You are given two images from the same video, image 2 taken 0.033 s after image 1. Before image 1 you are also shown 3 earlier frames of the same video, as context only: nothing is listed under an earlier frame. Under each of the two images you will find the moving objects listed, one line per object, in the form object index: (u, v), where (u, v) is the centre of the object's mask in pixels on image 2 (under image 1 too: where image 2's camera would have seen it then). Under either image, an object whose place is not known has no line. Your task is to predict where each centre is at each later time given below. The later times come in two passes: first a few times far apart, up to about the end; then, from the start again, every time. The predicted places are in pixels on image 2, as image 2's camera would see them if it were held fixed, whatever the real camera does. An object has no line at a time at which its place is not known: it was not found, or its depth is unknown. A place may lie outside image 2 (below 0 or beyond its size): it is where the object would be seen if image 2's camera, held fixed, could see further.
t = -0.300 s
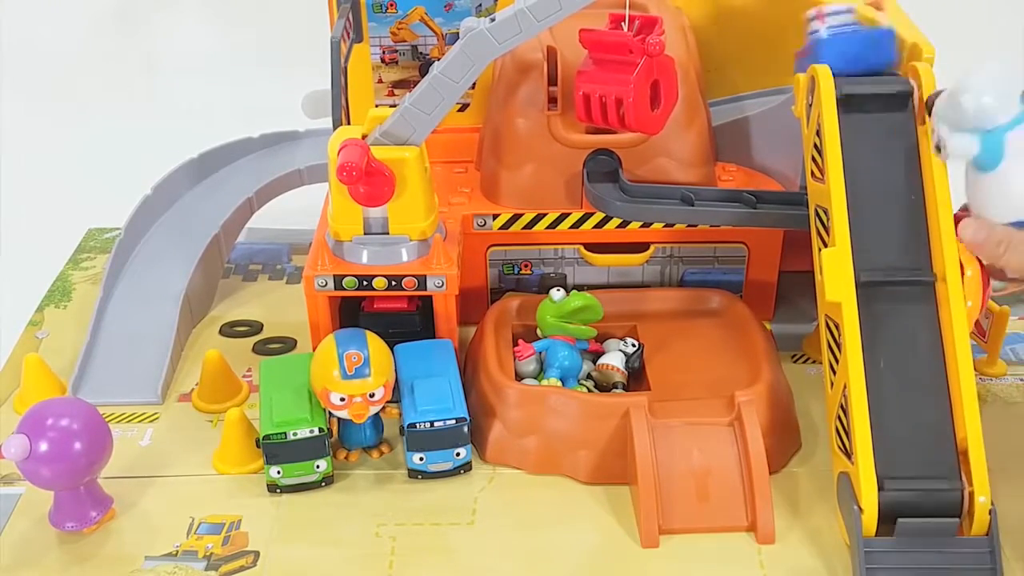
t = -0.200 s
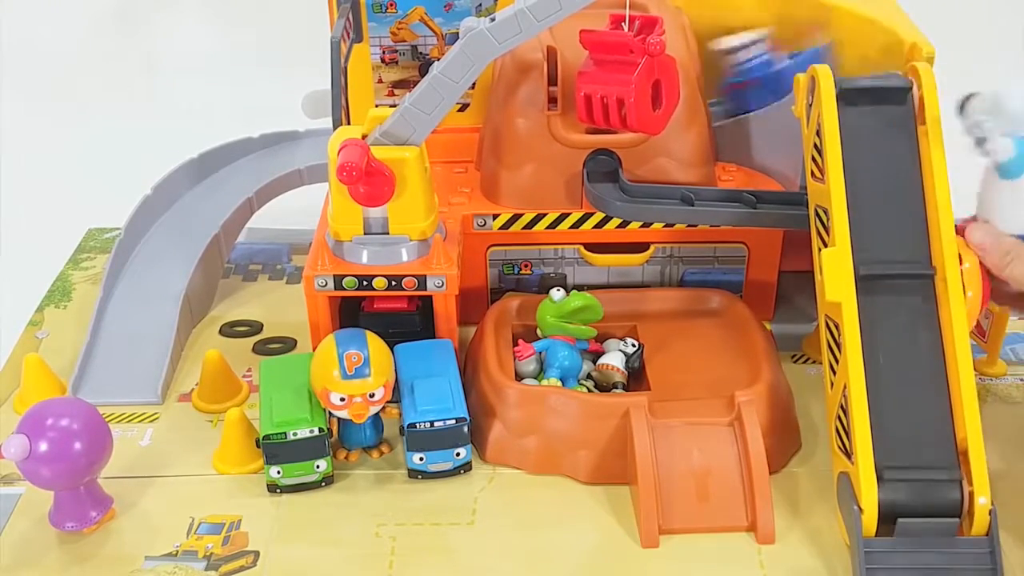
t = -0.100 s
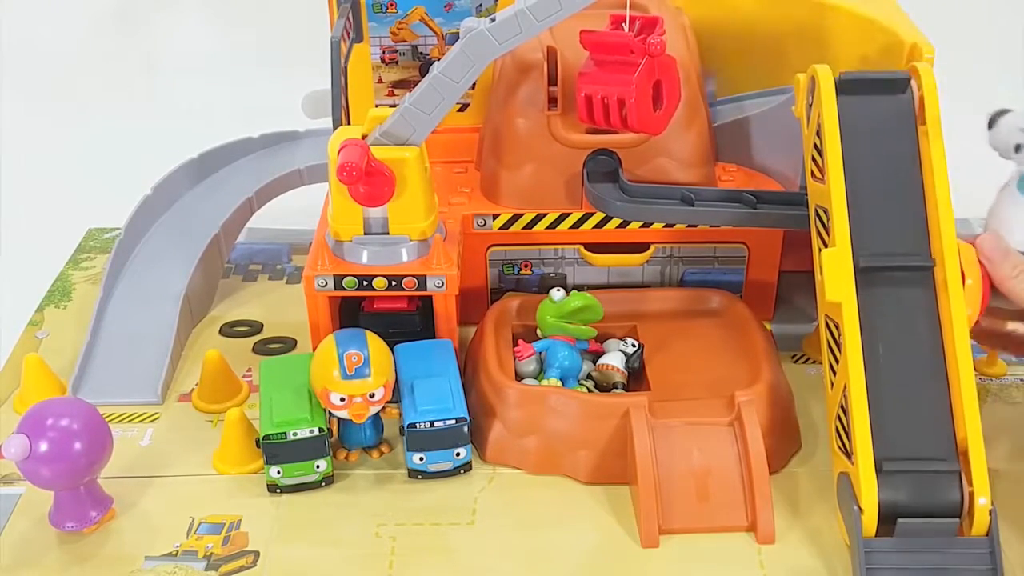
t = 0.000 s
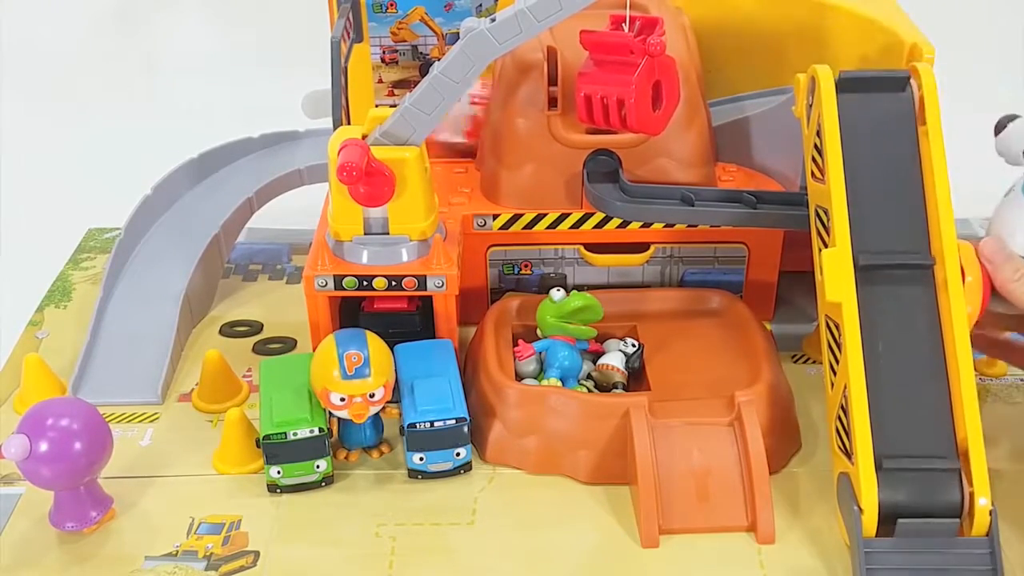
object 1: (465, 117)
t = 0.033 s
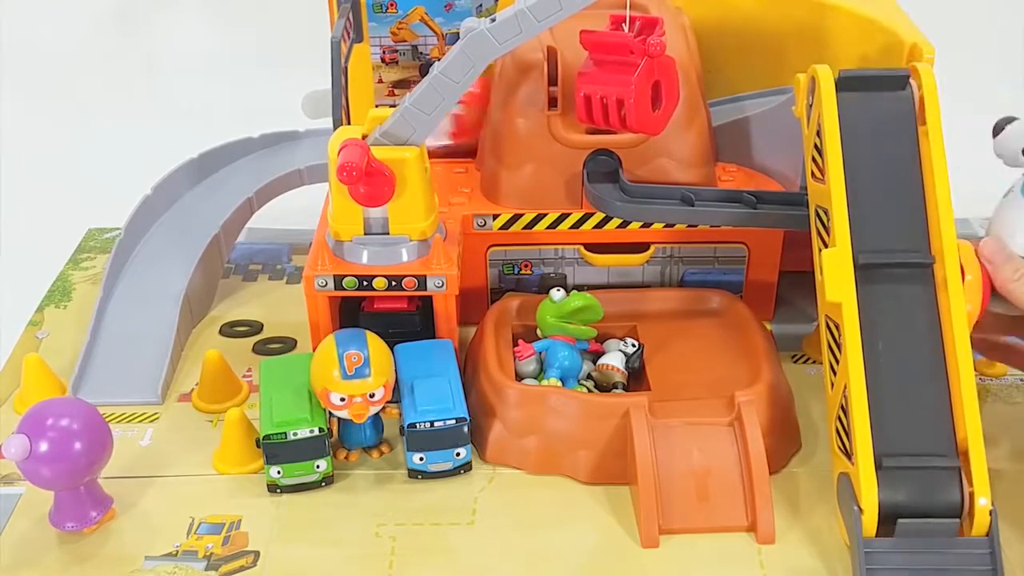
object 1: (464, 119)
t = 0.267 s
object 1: (331, 111)
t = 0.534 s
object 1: (279, 128)
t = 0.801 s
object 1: (202, 174)
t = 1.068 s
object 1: (97, 367)
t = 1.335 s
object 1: (81, 403)
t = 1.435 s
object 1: (59, 399)
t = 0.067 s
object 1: (461, 120)
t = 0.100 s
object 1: (397, 89)
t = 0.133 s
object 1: (385, 92)
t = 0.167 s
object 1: (378, 94)
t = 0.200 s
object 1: (349, 104)
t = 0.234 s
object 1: (332, 112)
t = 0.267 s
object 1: (331, 111)
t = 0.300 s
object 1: (323, 112)
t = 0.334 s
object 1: (300, 118)
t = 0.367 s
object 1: (296, 119)
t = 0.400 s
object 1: (293, 120)
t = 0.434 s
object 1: (289, 122)
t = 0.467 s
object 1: (286, 124)
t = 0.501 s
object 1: (283, 126)
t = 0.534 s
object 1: (279, 128)
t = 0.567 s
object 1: (275, 131)
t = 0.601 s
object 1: (268, 133)
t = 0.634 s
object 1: (262, 136)
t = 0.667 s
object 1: (254, 140)
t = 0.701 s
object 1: (243, 145)
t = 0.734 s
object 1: (230, 153)
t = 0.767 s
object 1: (217, 162)
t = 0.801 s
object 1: (202, 174)
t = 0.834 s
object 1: (185, 190)
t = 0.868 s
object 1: (167, 211)
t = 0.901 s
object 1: (149, 237)
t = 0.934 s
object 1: (135, 267)
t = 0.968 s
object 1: (123, 297)
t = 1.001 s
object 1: (112, 326)
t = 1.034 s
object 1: (102, 348)
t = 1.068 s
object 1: (97, 367)
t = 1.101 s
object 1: (92, 382)
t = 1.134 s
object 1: (82, 393)
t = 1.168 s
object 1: (77, 400)
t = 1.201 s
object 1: (83, 405)
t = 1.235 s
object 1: (87, 410)
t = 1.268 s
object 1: (90, 412)
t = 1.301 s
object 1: (87, 409)
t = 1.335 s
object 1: (81, 403)
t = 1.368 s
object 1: (72, 398)
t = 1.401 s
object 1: (65, 398)
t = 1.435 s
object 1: (59, 399)
